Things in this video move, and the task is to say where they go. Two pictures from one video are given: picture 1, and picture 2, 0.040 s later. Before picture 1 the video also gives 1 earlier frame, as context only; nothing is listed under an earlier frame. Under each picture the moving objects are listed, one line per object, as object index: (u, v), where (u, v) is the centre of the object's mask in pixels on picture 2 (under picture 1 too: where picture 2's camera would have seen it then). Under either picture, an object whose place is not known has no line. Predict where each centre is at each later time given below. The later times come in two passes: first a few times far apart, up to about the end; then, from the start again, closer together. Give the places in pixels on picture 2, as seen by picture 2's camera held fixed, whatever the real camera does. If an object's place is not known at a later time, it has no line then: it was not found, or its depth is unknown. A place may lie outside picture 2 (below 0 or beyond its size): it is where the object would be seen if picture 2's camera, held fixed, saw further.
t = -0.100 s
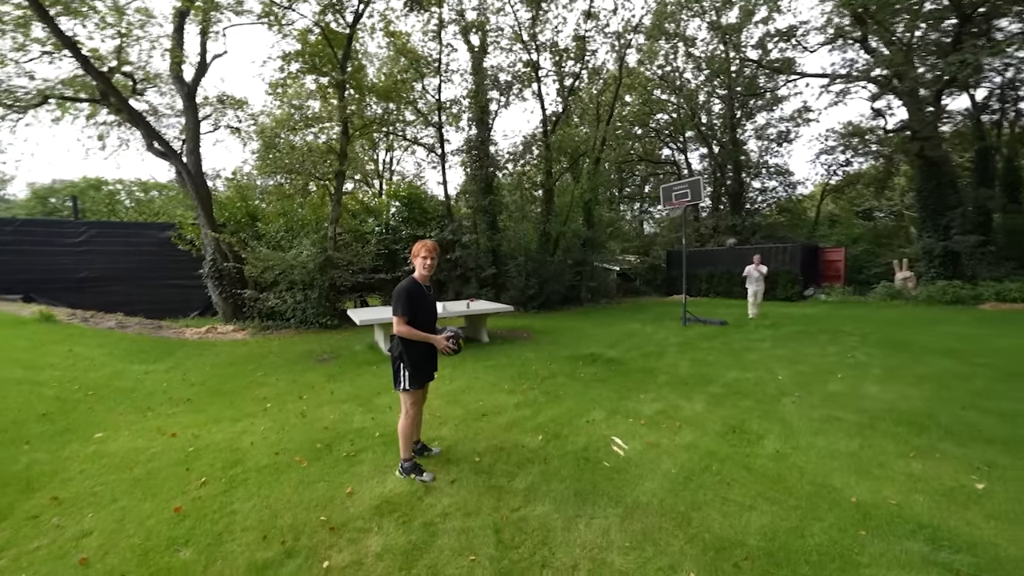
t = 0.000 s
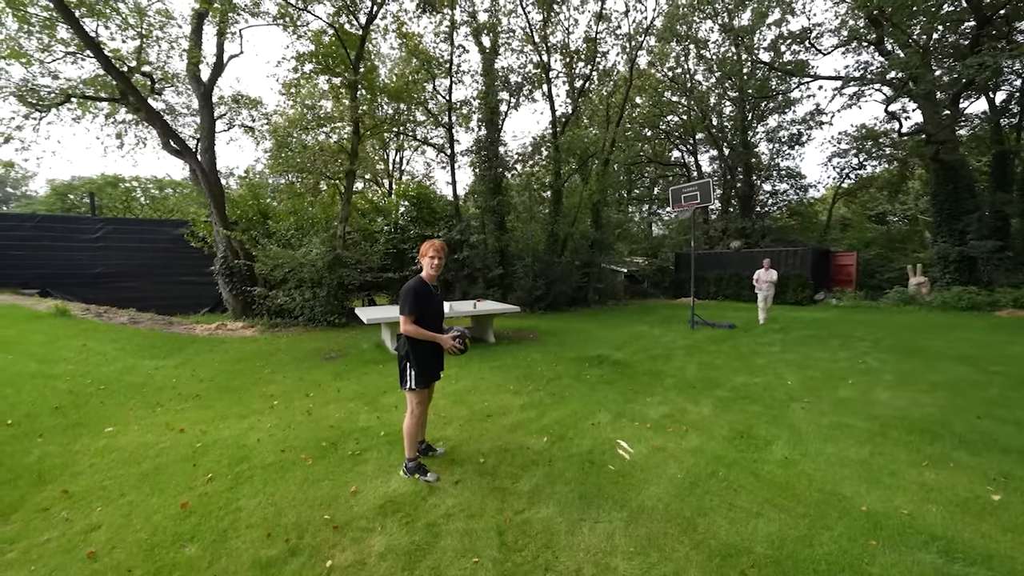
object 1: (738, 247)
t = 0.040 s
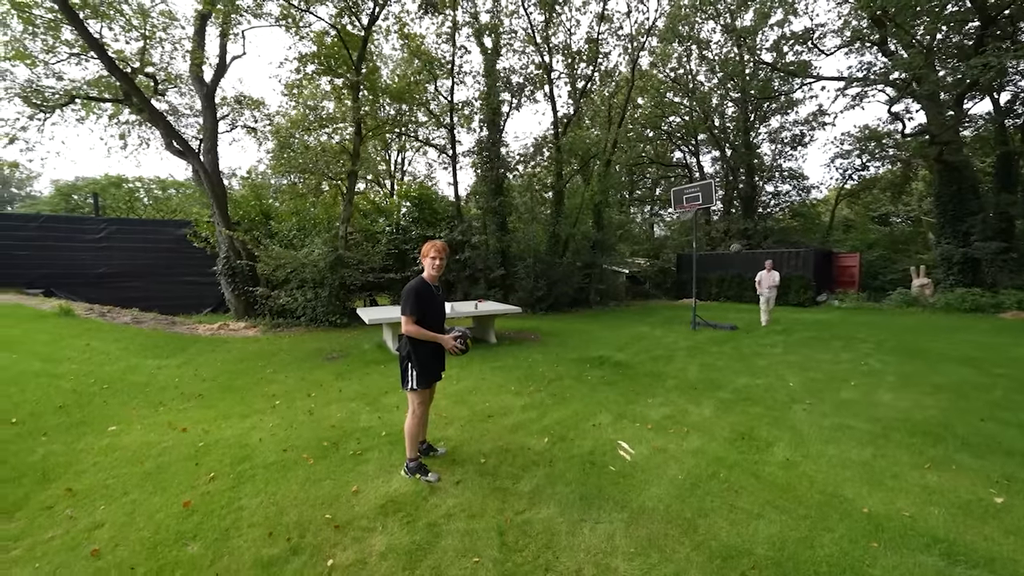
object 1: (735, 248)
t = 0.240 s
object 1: (721, 271)
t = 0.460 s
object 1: (706, 334)
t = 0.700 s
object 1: (690, 332)
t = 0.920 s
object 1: (678, 306)
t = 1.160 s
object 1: (660, 324)
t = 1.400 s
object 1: (640, 409)
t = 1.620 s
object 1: (616, 392)
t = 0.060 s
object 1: (735, 249)
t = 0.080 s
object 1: (734, 250)
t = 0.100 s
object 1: (732, 252)
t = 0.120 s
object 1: (730, 253)
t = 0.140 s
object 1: (729, 256)
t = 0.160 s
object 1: (729, 259)
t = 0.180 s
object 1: (727, 261)
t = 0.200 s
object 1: (725, 265)
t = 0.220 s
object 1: (723, 268)
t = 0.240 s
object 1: (721, 271)
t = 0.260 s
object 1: (720, 275)
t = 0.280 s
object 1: (718, 279)
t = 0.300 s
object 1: (717, 284)
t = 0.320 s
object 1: (715, 289)
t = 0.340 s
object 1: (714, 294)
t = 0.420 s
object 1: (709, 319)
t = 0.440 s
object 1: (706, 326)
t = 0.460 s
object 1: (706, 334)
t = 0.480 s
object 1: (703, 342)
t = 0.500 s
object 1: (701, 351)
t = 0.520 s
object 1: (700, 361)
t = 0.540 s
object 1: (698, 365)
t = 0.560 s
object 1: (697, 362)
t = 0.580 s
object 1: (695, 356)
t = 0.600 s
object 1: (695, 351)
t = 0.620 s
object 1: (693, 348)
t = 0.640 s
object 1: (692, 342)
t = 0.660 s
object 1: (691, 338)
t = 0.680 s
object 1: (691, 334)
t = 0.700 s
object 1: (690, 332)
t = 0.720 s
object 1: (689, 327)
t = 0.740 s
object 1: (688, 324)
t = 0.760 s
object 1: (687, 321)
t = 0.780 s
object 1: (686, 318)
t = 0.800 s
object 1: (685, 315)
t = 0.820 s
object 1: (683, 313)
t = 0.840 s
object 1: (682, 311)
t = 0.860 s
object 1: (682, 310)
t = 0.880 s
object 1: (680, 309)
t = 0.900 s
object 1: (679, 308)
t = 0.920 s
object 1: (678, 306)
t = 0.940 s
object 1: (676, 306)
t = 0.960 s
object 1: (675, 306)
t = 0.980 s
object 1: (674, 306)
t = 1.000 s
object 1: (673, 306)
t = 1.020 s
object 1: (671, 307)
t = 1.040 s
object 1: (670, 308)
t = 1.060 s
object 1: (668, 310)
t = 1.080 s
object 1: (667, 311)
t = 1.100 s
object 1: (665, 314)
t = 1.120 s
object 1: (663, 317)
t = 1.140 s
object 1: (661, 320)
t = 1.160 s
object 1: (660, 324)
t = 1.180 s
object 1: (659, 328)
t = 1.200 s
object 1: (657, 333)
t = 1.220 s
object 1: (655, 338)
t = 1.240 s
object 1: (654, 343)
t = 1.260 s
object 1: (652, 350)
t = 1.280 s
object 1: (651, 356)
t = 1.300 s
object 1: (649, 363)
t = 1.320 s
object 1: (647, 371)
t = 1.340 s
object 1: (645, 379)
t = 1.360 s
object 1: (644, 389)
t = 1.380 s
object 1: (641, 398)
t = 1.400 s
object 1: (640, 409)
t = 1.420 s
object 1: (638, 421)
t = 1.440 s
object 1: (635, 422)
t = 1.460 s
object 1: (633, 417)
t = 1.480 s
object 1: (631, 413)
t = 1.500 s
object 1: (629, 409)
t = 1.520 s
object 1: (627, 404)
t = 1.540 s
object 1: (625, 402)
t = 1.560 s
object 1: (623, 399)
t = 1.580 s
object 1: (622, 396)
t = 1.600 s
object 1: (618, 394)
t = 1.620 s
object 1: (616, 392)
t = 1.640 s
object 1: (614, 391)
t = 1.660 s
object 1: (612, 391)
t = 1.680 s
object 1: (609, 390)
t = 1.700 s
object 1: (606, 391)
